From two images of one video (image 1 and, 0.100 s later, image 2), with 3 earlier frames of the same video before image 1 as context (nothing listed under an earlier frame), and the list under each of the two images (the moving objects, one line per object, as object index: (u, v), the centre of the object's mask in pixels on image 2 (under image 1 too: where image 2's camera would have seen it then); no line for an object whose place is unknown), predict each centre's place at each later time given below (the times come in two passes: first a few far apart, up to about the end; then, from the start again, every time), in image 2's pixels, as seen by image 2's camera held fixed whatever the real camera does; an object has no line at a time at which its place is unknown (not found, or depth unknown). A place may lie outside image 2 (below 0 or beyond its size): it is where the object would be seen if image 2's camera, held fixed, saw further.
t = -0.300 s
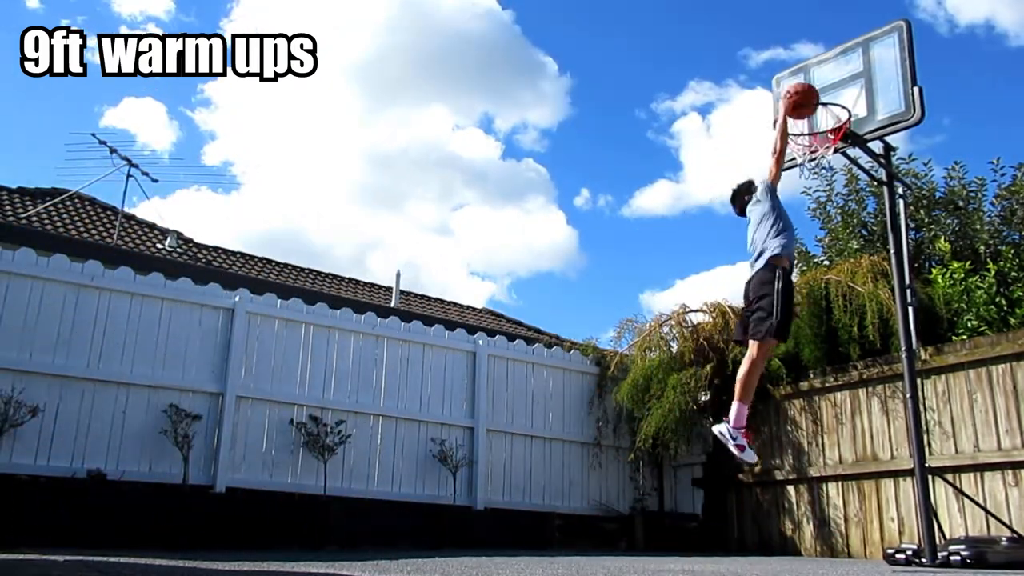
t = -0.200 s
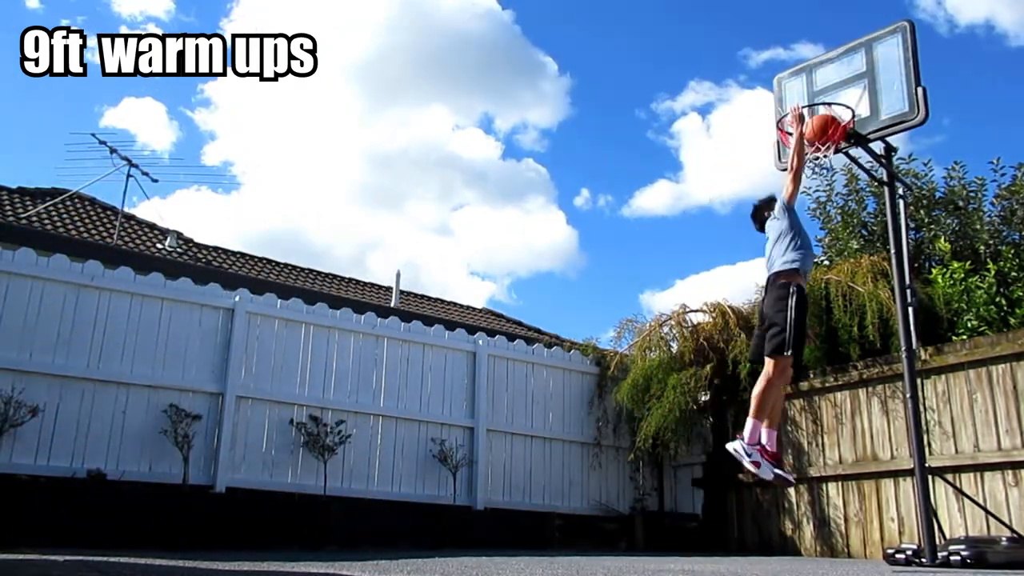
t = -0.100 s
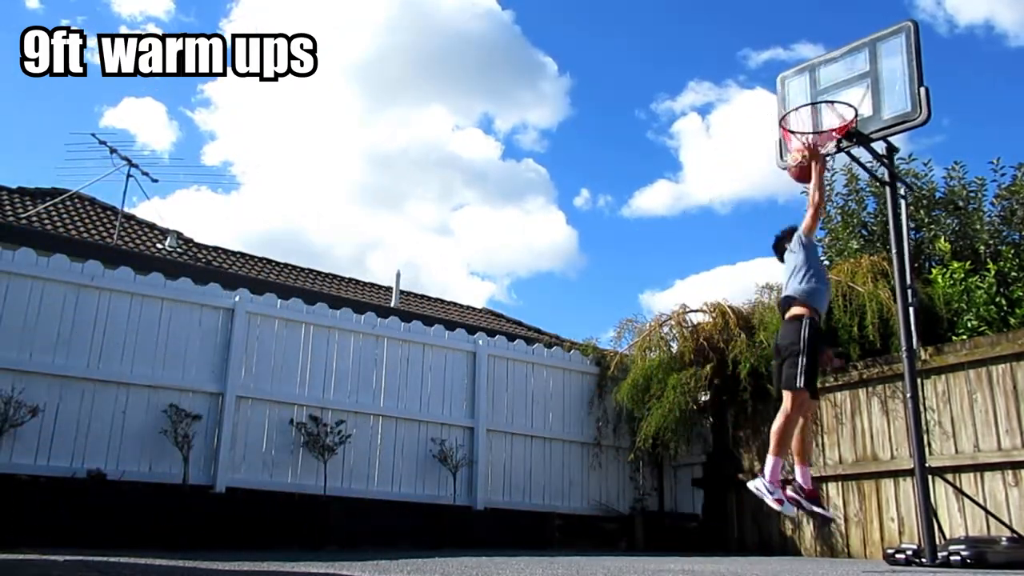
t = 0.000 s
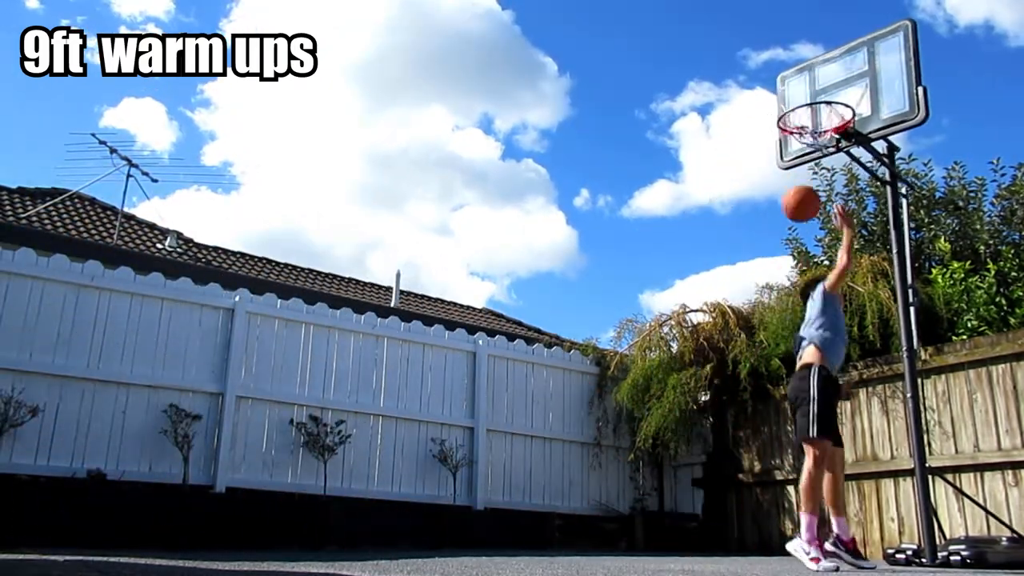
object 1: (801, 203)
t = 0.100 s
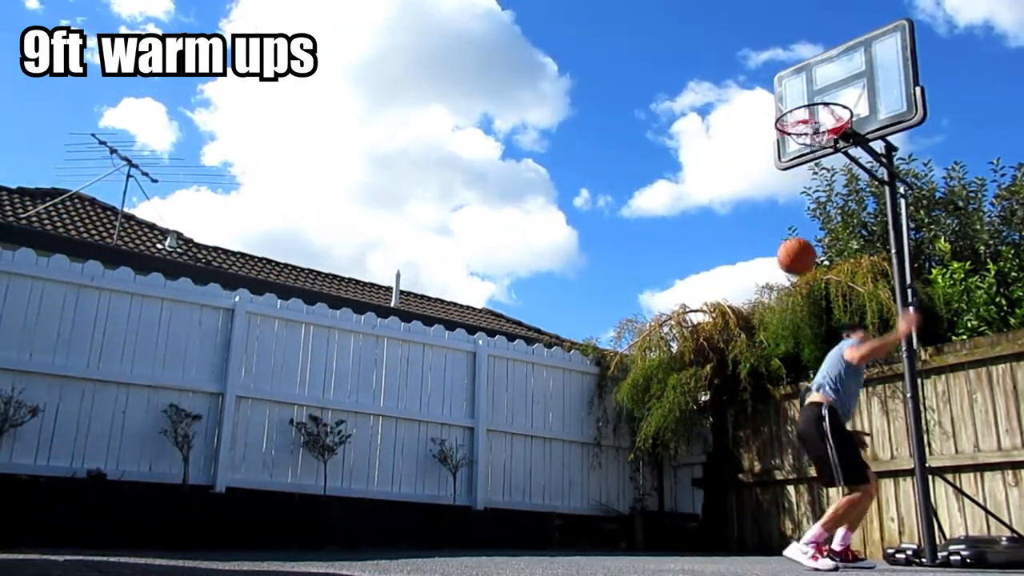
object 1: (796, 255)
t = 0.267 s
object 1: (791, 379)
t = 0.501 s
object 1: (776, 488)
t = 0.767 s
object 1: (732, 342)
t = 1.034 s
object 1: (697, 306)
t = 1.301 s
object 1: (666, 367)
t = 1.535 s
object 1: (645, 504)
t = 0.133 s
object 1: (795, 277)
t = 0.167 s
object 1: (794, 300)
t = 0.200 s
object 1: (793, 325)
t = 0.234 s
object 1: (792, 351)
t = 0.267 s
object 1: (791, 379)
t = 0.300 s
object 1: (791, 409)
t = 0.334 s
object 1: (790, 443)
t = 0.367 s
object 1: (790, 478)
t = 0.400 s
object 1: (789, 516)
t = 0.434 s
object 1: (789, 546)
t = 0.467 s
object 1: (782, 516)
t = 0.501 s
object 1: (776, 488)
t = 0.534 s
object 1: (770, 463)
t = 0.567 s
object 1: (764, 440)
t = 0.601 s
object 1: (758, 418)
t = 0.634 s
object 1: (753, 399)
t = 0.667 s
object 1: (747, 382)
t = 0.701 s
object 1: (742, 367)
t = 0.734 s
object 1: (737, 353)
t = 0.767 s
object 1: (732, 342)
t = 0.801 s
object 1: (726, 332)
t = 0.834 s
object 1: (723, 323)
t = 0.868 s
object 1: (718, 316)
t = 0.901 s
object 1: (714, 312)
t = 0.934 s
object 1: (709, 308)
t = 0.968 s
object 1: (705, 306)
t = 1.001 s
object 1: (701, 305)
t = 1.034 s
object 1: (697, 306)
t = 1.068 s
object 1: (693, 309)
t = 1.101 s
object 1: (688, 312)
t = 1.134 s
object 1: (685, 317)
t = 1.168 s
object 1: (682, 324)
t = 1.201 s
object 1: (677, 332)
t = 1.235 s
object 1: (674, 341)
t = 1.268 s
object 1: (671, 354)
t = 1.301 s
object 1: (666, 367)
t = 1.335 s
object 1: (663, 380)
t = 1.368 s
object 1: (660, 397)
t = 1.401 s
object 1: (656, 416)
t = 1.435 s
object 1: (654, 435)
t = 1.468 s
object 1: (651, 456)
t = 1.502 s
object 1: (648, 478)
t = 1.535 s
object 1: (645, 504)
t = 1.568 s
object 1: (642, 531)
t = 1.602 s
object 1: (638, 534)
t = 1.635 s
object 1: (636, 513)
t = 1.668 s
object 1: (633, 493)
